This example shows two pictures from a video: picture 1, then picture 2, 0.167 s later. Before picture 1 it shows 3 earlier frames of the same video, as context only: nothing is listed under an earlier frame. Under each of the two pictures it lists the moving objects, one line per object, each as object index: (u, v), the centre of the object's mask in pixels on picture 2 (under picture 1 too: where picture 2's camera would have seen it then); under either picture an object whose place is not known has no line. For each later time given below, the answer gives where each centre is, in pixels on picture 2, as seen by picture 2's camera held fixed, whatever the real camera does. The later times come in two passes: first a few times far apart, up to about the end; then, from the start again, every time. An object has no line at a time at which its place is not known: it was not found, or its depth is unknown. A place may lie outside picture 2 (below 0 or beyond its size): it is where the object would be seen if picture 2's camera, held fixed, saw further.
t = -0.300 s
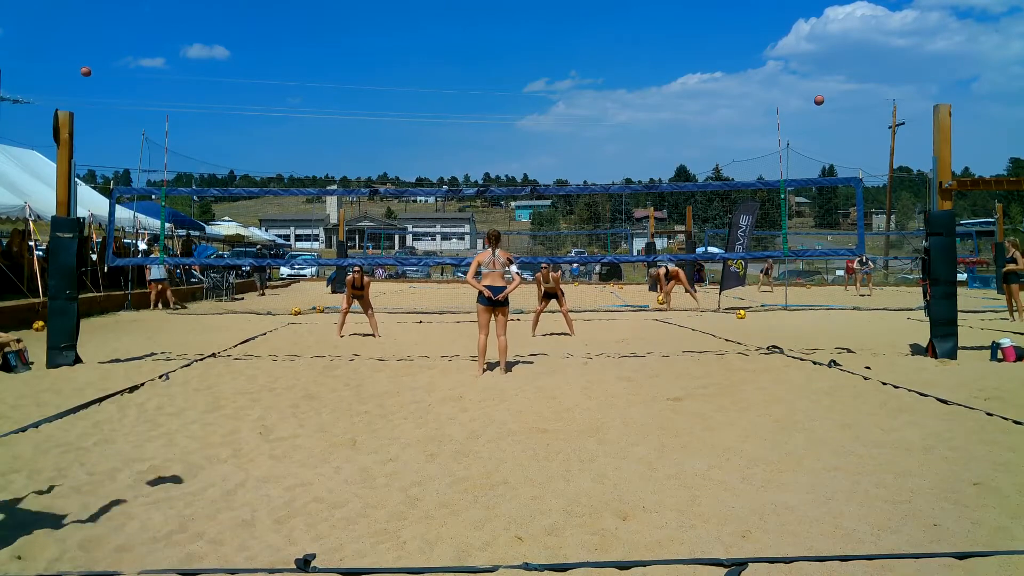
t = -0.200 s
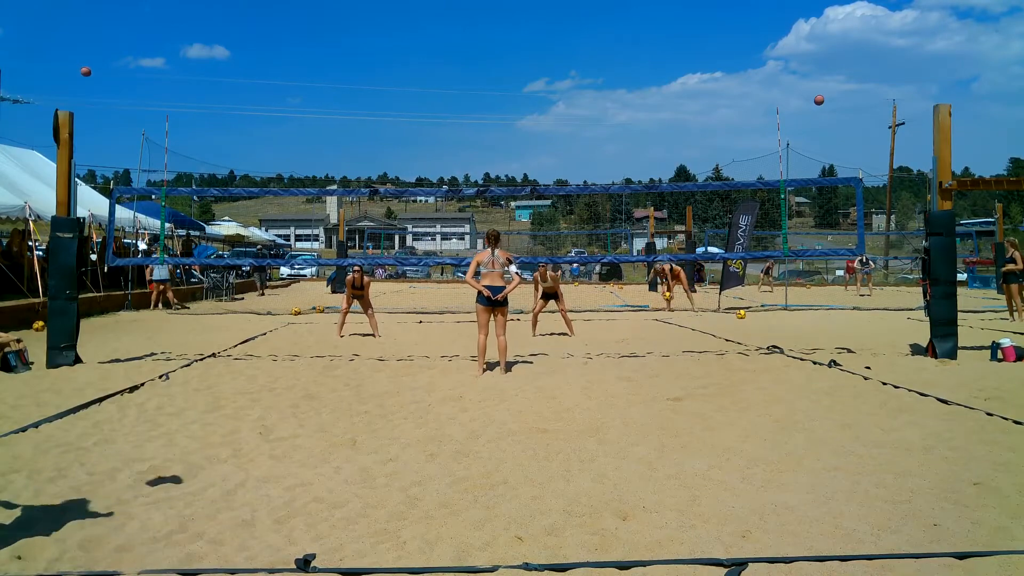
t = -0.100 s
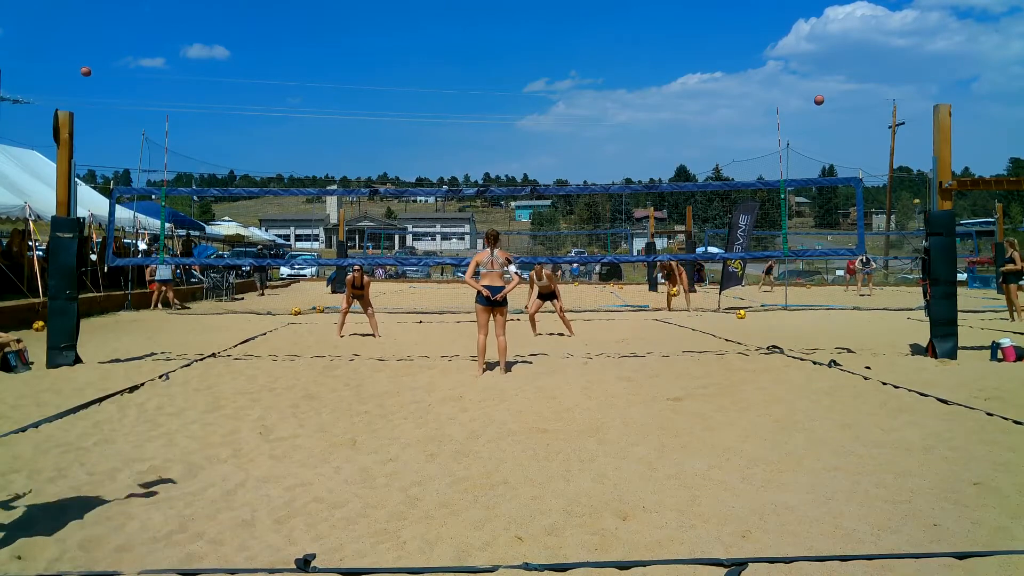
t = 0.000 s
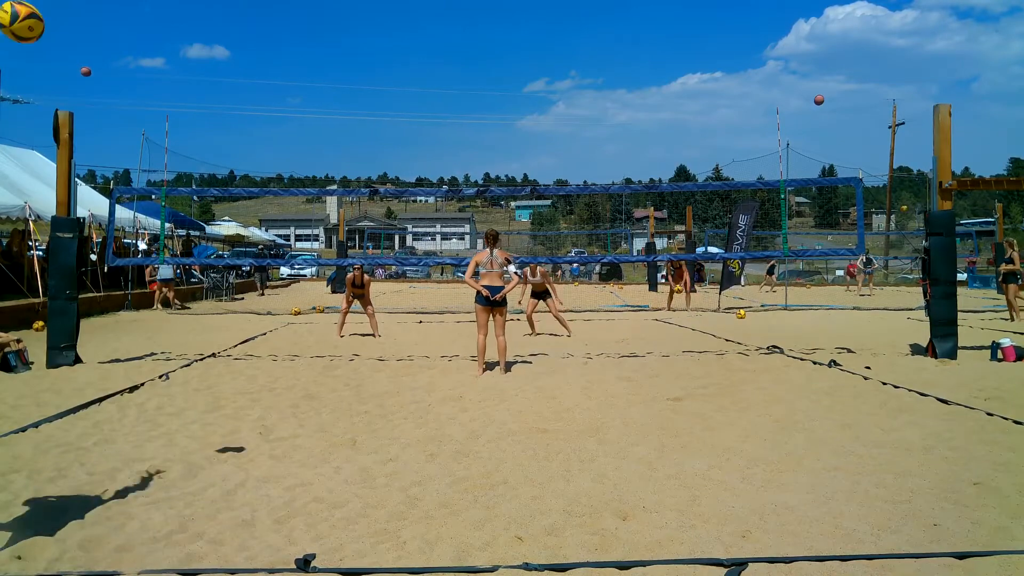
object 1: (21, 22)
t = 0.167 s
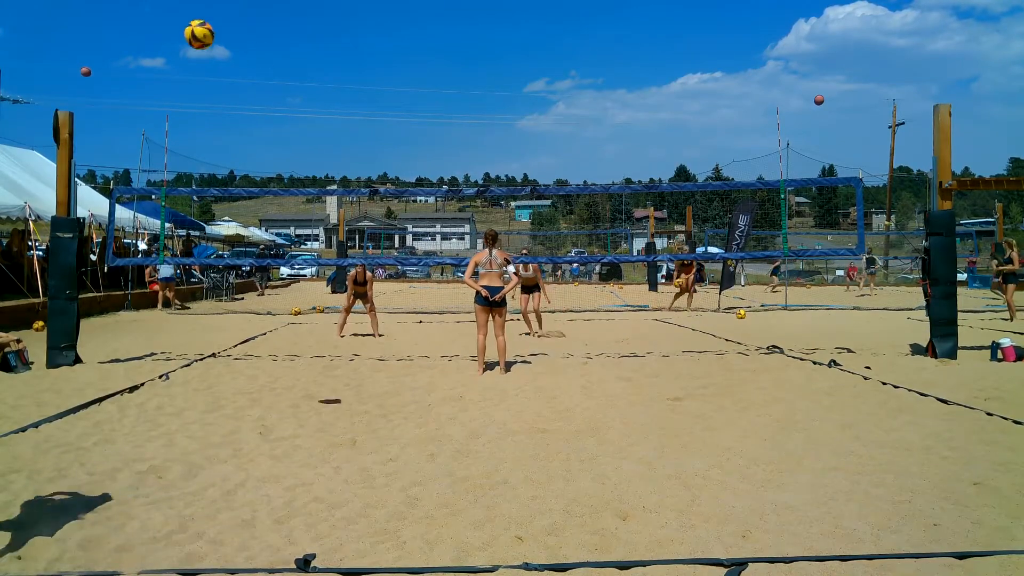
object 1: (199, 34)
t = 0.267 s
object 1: (260, 55)
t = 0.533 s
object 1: (358, 133)
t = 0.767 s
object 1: (403, 212)
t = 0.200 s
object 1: (222, 41)
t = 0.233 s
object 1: (242, 48)
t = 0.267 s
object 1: (260, 55)
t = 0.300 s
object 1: (277, 64)
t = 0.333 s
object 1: (292, 72)
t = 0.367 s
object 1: (305, 82)
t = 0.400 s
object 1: (317, 92)
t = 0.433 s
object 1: (329, 101)
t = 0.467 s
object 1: (339, 112)
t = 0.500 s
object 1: (349, 123)
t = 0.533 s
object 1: (358, 133)
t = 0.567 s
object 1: (366, 144)
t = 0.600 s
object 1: (374, 154)
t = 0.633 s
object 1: (381, 166)
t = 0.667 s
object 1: (387, 178)
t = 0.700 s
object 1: (393, 185)
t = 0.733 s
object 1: (399, 201)
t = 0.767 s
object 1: (403, 212)
